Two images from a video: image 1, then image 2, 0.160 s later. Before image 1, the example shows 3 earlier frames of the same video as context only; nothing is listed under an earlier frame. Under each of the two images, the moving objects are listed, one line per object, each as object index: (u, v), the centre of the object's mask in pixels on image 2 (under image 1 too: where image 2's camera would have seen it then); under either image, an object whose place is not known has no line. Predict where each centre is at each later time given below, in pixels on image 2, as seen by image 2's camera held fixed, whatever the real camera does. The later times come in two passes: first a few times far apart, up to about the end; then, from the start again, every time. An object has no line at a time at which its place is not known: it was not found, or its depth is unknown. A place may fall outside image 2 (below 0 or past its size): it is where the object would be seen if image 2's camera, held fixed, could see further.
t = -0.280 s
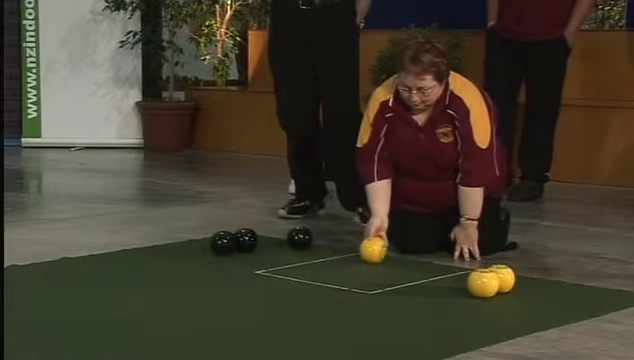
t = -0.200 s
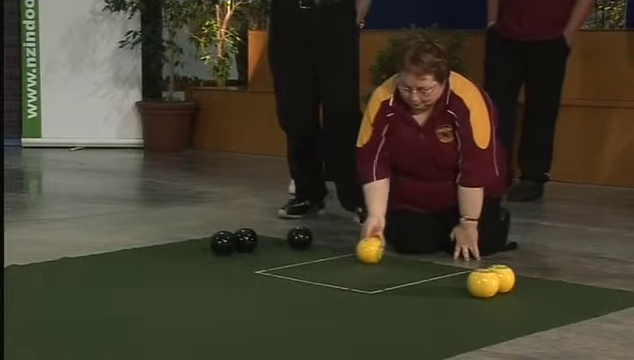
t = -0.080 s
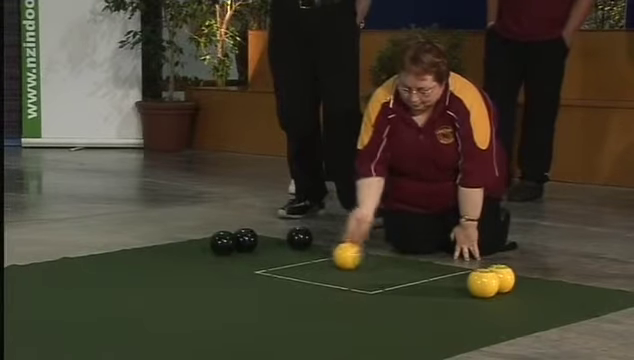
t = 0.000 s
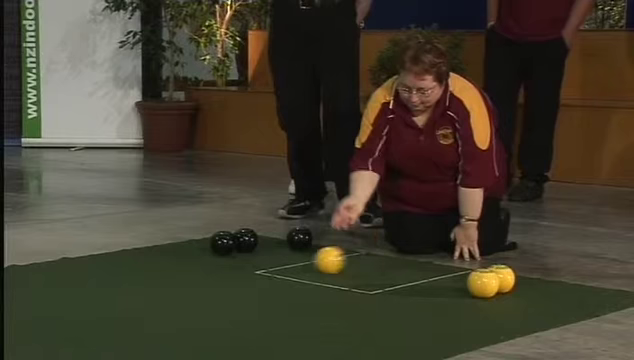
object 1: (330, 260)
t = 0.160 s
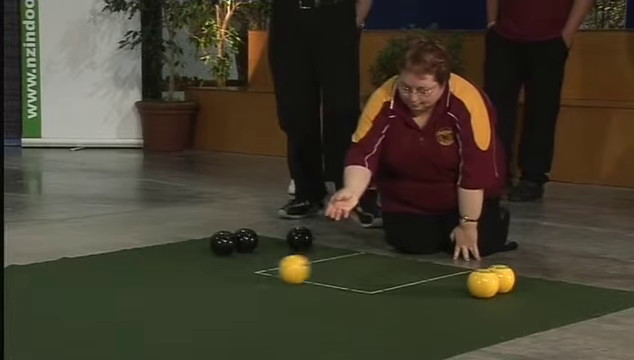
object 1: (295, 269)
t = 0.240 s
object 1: (275, 274)
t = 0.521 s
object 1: (203, 292)
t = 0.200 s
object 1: (285, 271)
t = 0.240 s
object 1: (275, 274)
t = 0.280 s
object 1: (265, 276)
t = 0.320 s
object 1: (255, 279)
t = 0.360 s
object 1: (245, 282)
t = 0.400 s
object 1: (235, 284)
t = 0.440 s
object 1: (224, 287)
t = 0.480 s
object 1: (214, 289)
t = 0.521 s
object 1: (203, 292)
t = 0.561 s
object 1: (191, 294)
